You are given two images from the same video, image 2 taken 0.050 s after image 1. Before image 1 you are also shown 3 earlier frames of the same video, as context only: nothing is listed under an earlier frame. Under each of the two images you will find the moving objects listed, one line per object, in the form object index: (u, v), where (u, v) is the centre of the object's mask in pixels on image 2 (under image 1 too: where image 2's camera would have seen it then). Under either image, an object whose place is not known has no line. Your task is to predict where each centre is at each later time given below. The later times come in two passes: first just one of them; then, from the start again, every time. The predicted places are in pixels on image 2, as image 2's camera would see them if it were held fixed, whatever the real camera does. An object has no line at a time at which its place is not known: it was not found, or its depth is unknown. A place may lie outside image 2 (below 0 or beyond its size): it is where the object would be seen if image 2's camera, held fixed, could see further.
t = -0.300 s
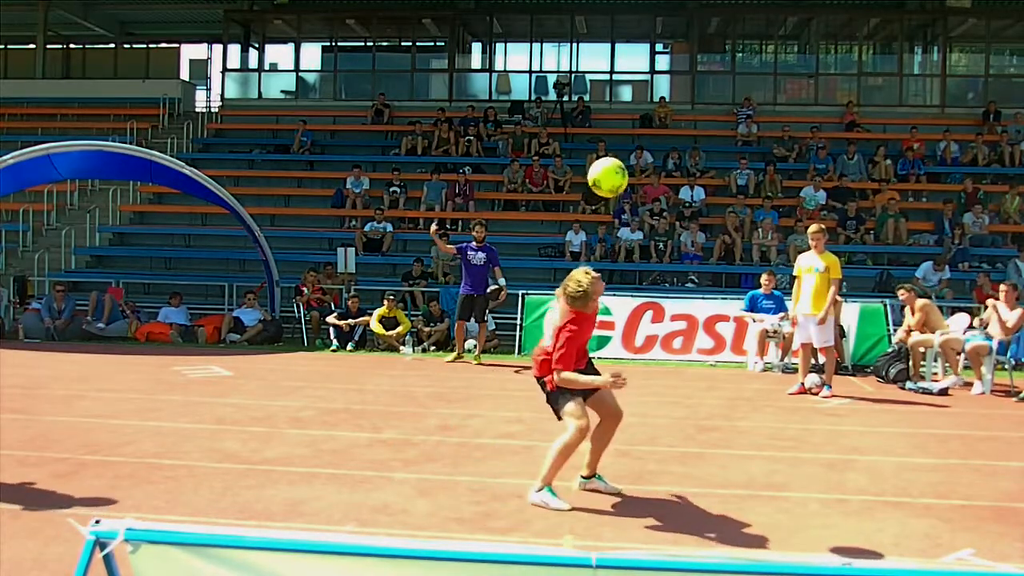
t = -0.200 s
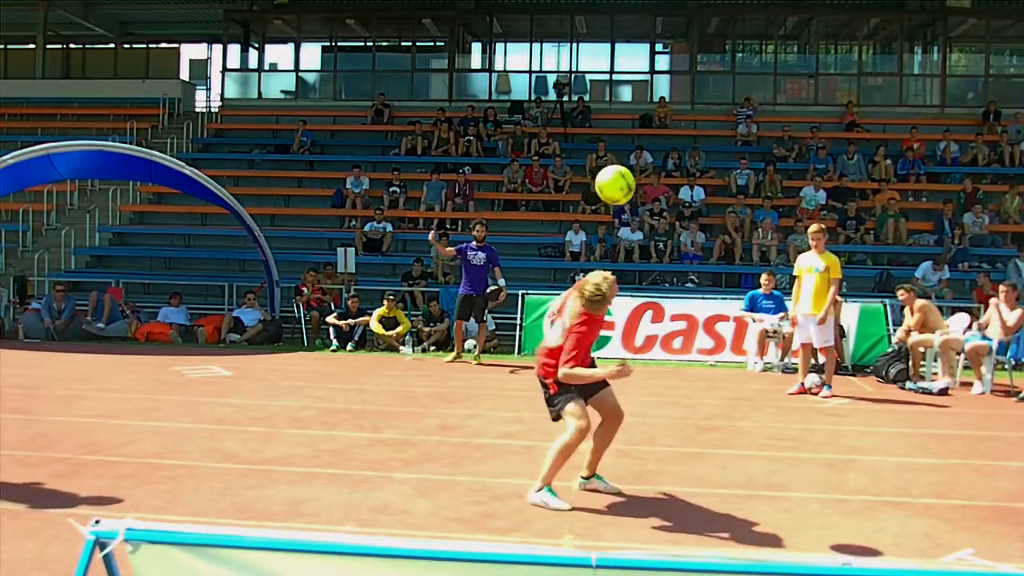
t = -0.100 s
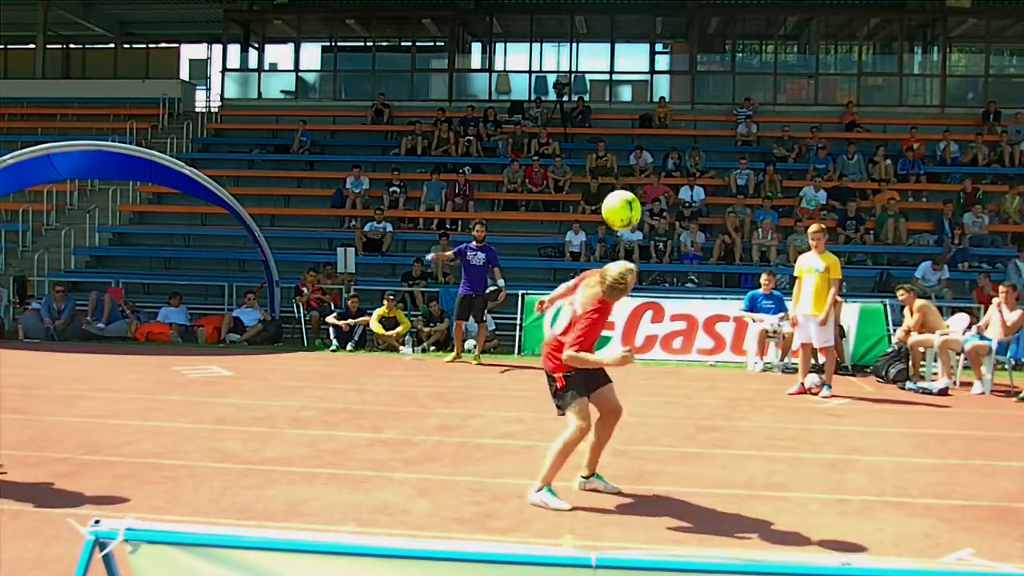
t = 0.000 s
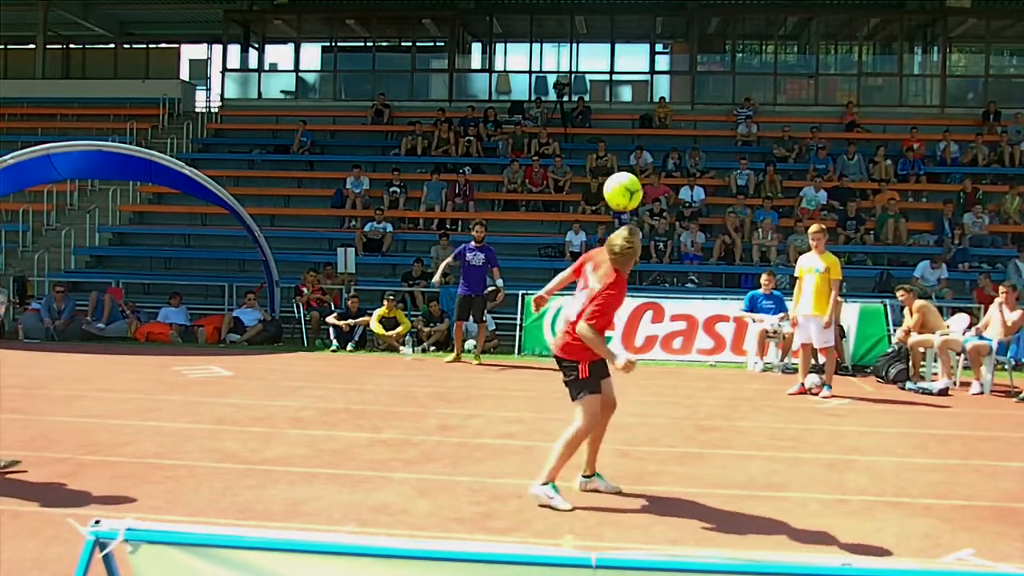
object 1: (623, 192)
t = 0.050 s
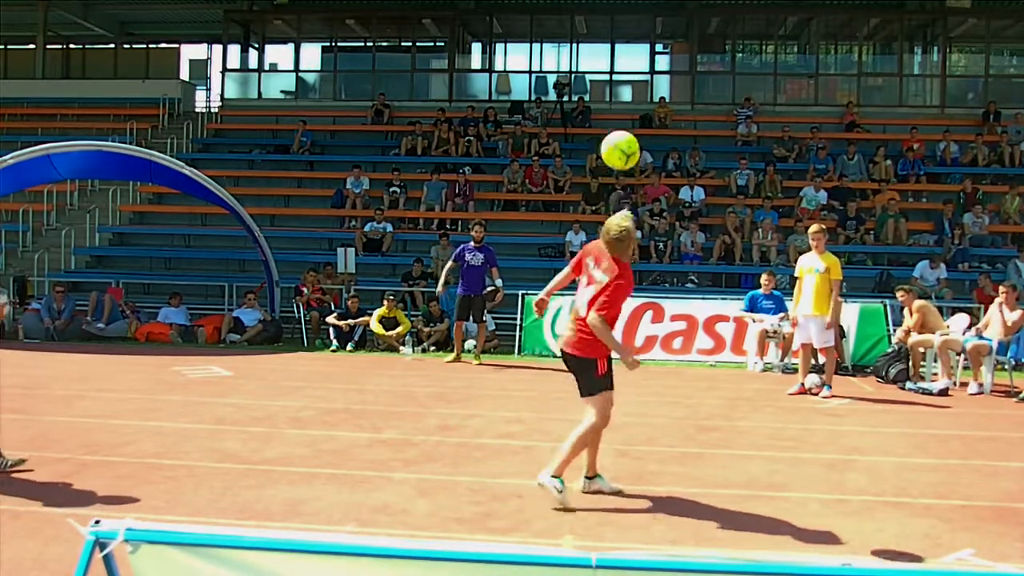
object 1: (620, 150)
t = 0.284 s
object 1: (604, 15)
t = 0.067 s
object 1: (619, 137)
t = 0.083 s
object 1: (619, 125)
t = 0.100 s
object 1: (618, 113)
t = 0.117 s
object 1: (616, 101)
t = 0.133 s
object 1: (615, 91)
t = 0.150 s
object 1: (614, 82)
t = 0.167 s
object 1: (614, 71)
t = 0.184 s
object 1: (613, 60)
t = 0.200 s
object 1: (611, 51)
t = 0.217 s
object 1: (609, 42)
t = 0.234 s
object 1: (608, 34)
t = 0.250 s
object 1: (607, 26)
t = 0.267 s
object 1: (606, 19)
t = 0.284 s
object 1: (604, 15)
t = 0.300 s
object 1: (603, 12)
